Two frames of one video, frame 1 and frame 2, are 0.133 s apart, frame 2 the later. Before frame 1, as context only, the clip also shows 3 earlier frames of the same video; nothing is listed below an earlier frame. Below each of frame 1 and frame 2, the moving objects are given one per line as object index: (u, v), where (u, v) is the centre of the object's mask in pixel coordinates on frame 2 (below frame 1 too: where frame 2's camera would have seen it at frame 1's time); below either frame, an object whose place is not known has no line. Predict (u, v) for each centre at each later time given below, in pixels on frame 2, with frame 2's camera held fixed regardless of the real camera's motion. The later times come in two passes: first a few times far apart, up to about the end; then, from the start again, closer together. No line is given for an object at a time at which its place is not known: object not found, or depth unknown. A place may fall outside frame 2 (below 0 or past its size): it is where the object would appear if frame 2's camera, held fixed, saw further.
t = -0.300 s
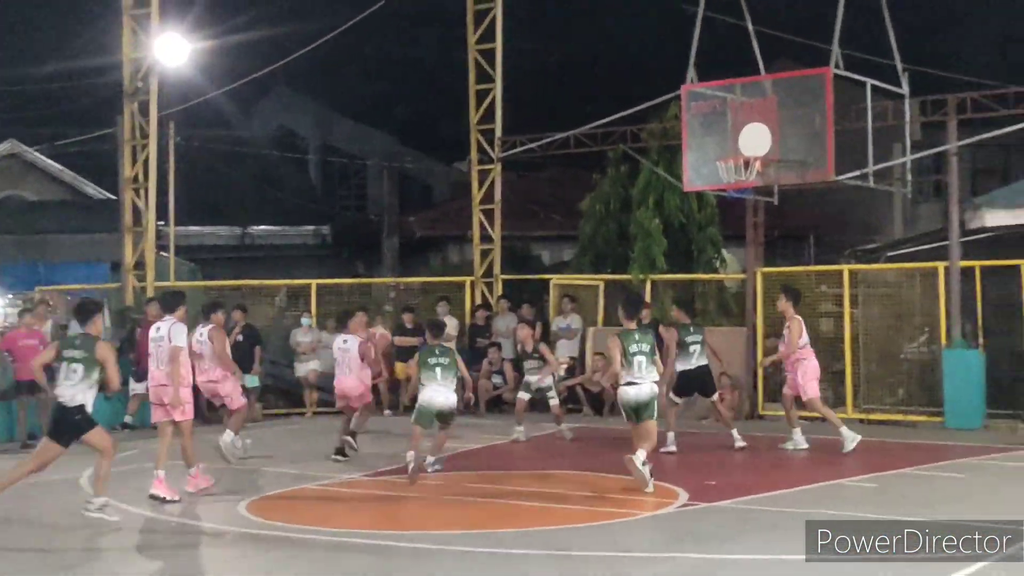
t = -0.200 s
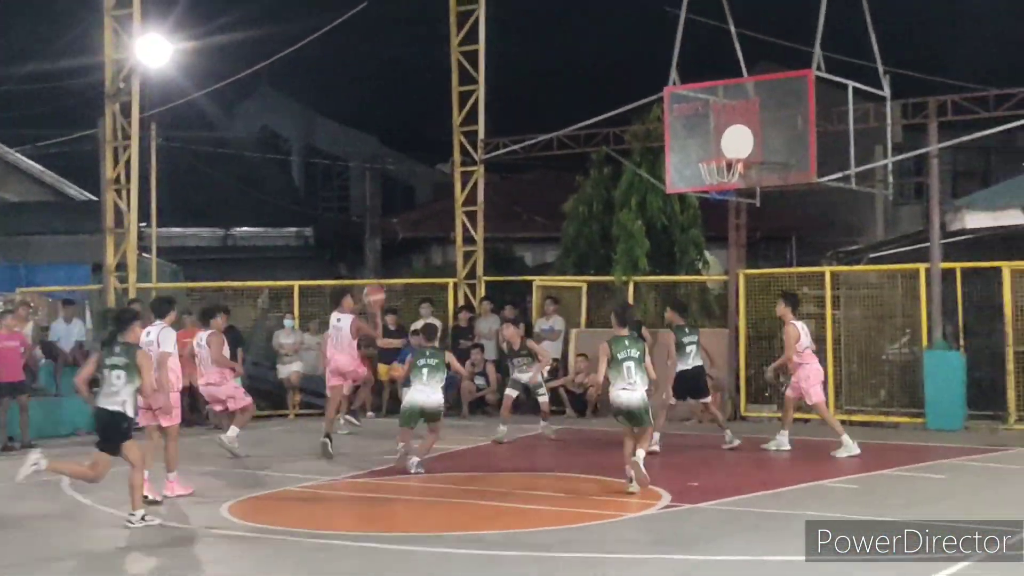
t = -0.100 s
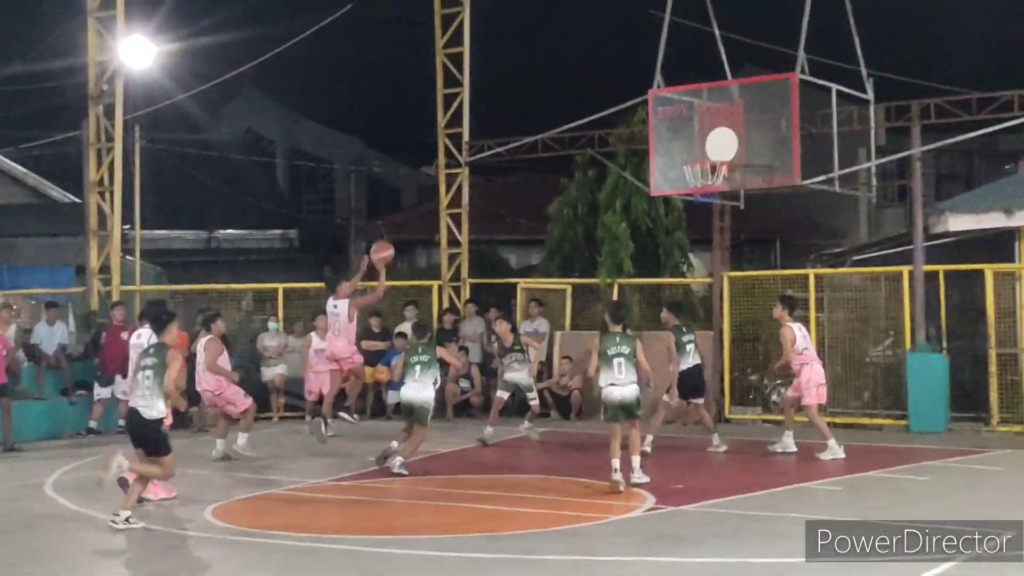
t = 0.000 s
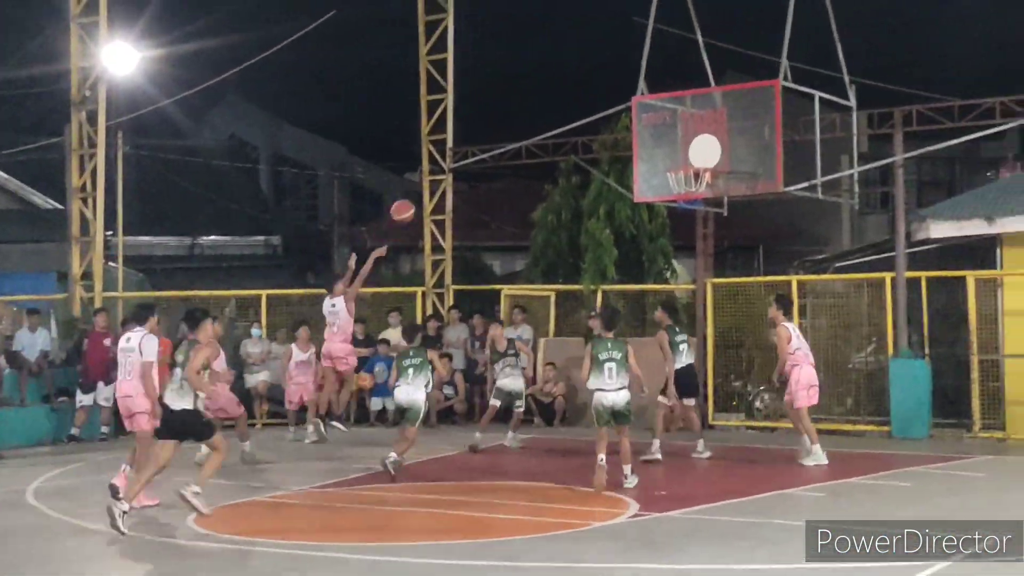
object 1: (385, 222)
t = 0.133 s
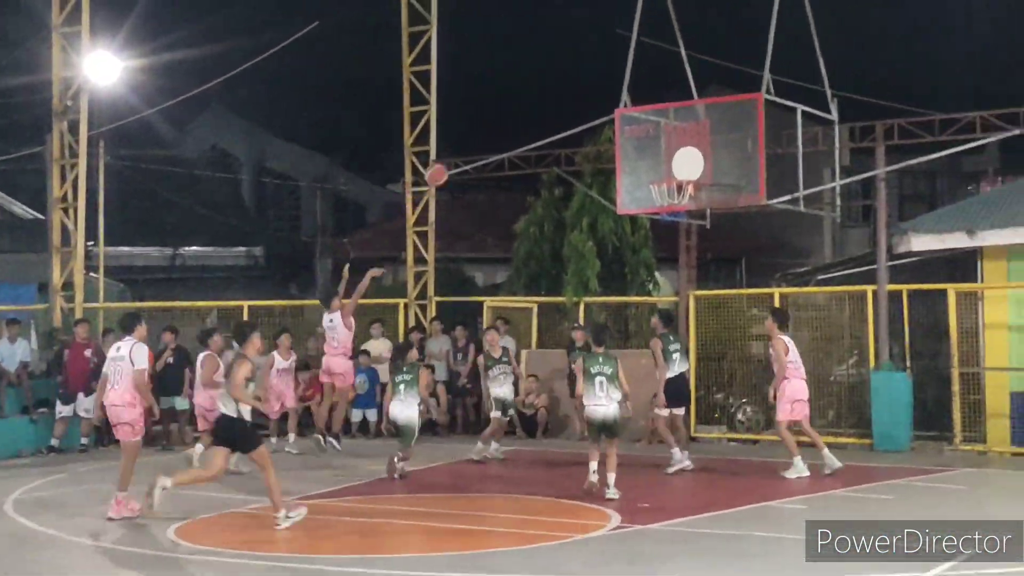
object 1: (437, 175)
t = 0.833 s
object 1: (691, 192)
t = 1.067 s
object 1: (695, 243)
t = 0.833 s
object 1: (691, 192)
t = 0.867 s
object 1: (689, 198)
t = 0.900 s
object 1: (679, 207)
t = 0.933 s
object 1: (687, 213)
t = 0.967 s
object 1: (691, 219)
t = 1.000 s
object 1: (691, 224)
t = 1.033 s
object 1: (693, 233)
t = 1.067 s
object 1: (695, 243)
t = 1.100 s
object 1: (696, 253)
